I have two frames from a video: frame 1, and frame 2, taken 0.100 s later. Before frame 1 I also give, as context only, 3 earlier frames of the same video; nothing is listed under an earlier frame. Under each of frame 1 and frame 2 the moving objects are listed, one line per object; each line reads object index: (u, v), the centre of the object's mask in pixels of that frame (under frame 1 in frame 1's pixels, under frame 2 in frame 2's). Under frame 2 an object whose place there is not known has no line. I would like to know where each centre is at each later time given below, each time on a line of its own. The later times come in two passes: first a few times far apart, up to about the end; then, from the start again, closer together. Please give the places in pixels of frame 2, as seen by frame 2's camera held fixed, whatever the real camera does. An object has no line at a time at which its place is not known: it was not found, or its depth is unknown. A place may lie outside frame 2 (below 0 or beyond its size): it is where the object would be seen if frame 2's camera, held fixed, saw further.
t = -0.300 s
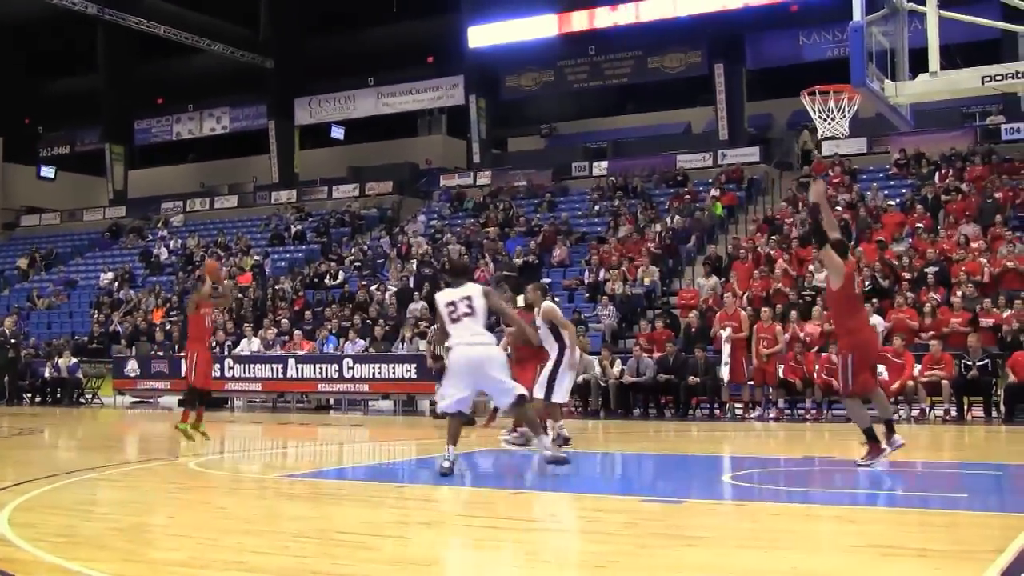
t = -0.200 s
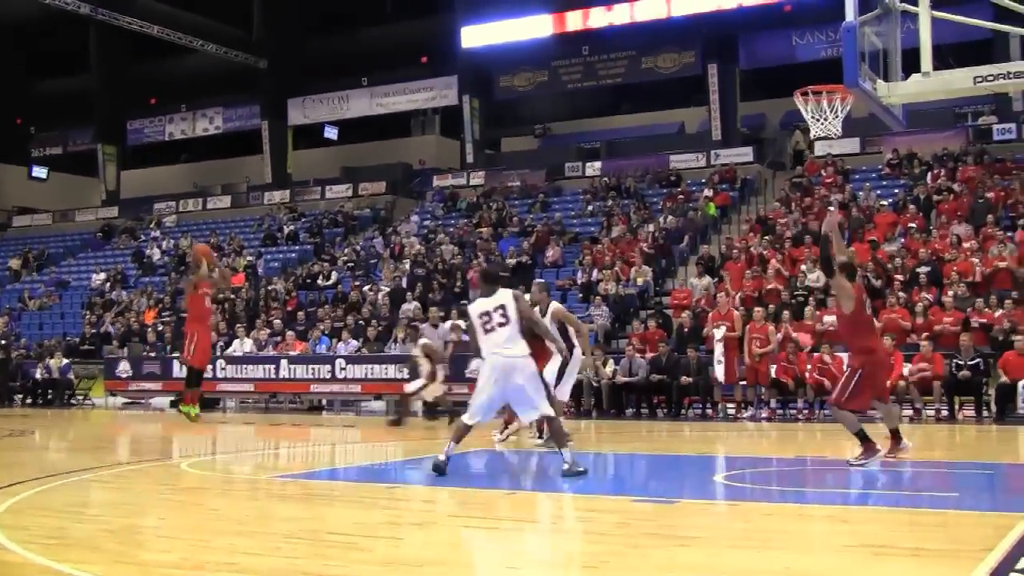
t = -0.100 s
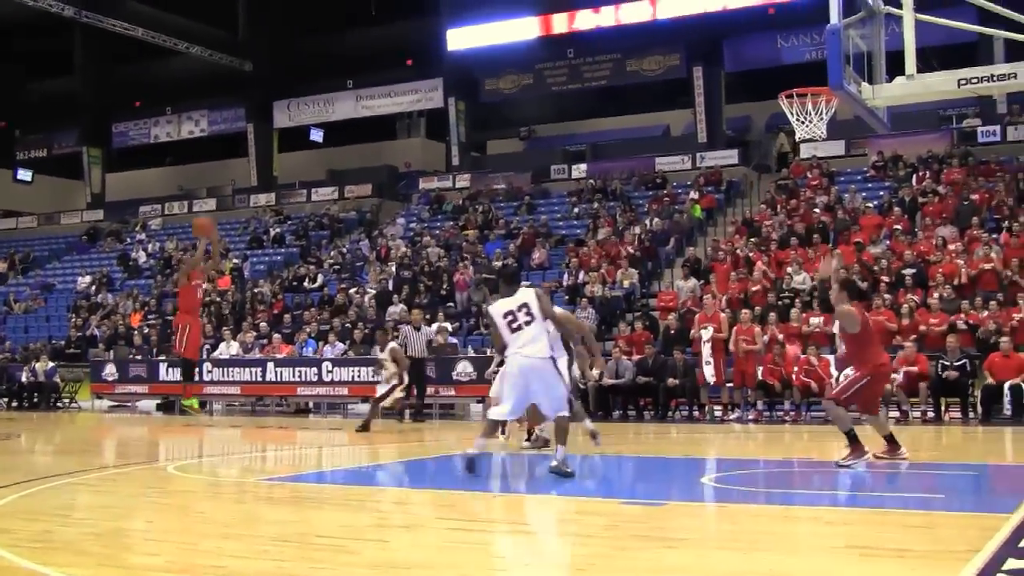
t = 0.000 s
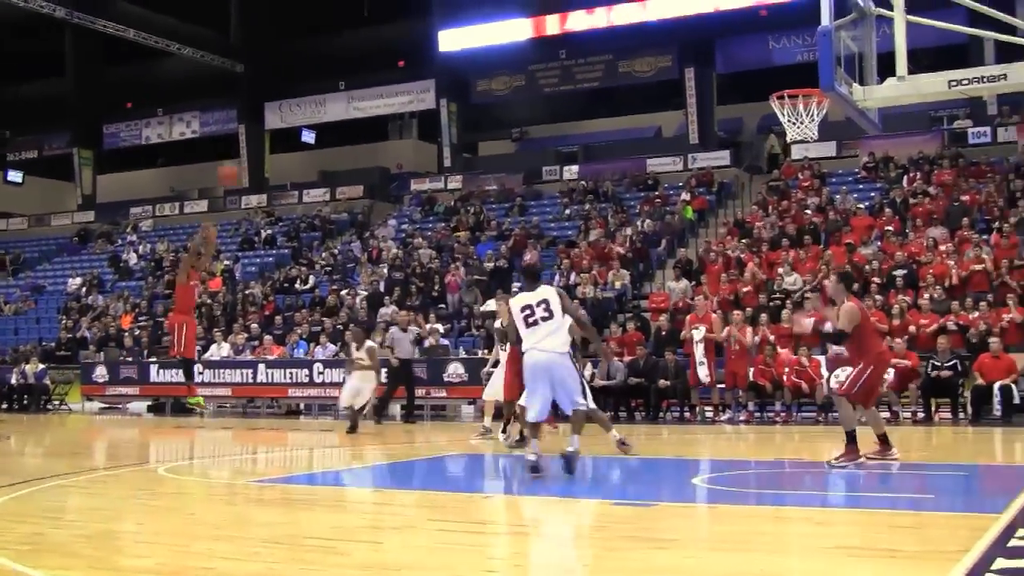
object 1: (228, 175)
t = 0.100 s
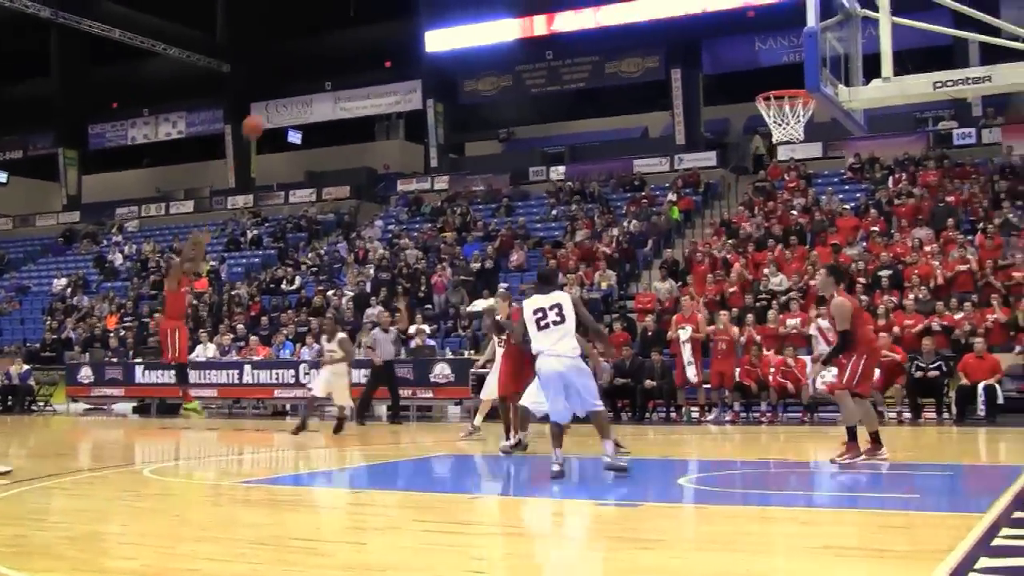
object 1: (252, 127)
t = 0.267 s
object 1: (321, 61)
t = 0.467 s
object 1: (410, 10)
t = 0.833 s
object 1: (604, -5)
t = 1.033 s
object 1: (734, 58)
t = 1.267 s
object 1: (812, 176)
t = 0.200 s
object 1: (293, 84)
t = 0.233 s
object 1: (307, 73)
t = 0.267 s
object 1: (321, 61)
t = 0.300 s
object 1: (335, 50)
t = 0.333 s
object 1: (350, 39)
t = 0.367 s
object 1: (365, 30)
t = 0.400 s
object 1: (379, 22)
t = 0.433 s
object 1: (394, 14)
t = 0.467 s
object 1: (410, 10)
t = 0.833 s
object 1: (604, -5)
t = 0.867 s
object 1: (624, 2)
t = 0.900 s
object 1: (645, 12)
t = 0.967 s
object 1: (688, 32)
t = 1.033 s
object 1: (734, 58)
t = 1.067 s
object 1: (757, 74)
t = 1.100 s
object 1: (780, 83)
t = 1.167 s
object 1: (804, 130)
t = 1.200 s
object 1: (806, 141)
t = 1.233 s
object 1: (810, 160)
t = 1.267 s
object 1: (812, 176)
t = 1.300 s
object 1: (815, 197)
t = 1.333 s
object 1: (817, 217)
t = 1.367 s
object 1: (820, 237)
